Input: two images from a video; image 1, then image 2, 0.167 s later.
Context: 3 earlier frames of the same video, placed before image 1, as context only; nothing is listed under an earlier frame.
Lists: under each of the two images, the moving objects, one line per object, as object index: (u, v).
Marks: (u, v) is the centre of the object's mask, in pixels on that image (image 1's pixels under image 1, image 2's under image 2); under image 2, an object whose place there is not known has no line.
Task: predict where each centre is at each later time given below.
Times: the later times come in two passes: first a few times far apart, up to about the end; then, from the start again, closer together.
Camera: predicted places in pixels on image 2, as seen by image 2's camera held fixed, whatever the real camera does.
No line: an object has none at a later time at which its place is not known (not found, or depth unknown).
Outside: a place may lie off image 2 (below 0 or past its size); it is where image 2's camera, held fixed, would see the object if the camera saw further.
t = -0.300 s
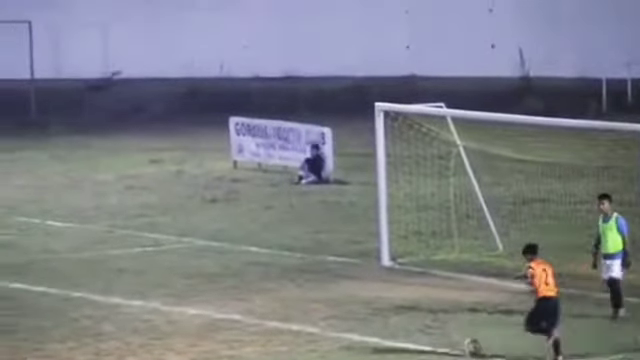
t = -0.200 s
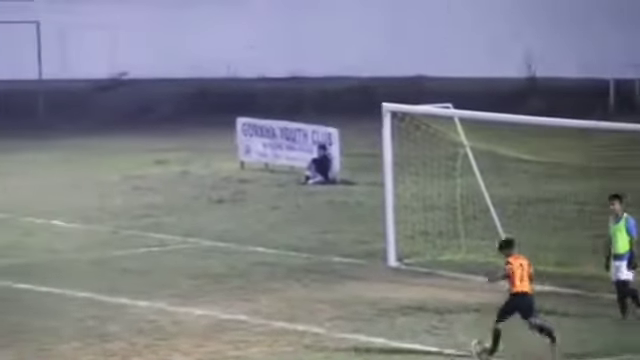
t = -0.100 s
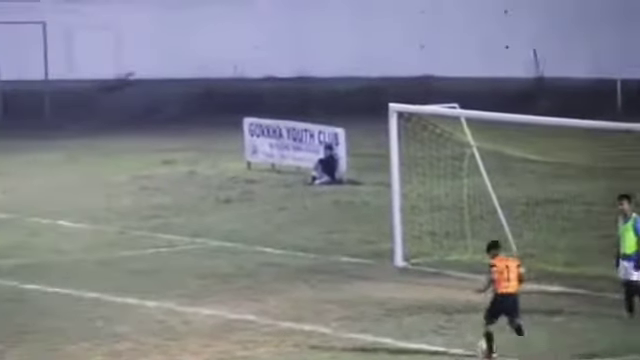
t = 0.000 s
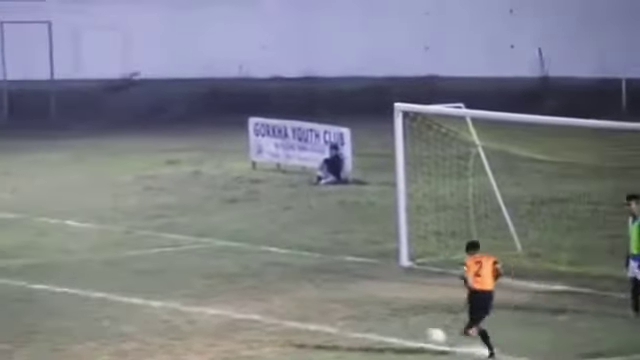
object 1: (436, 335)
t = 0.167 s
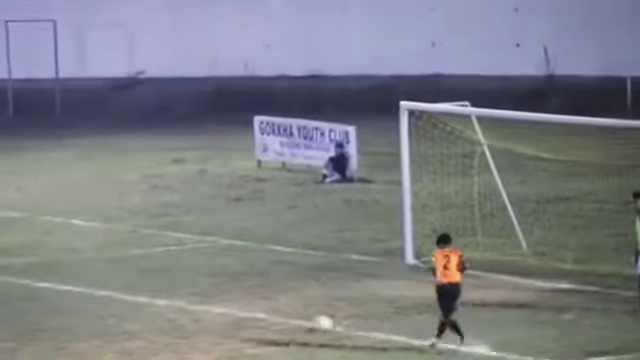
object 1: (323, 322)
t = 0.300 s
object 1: (229, 297)
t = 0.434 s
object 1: (144, 290)
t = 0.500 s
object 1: (123, 291)
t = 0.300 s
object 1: (229, 297)
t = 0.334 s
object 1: (207, 293)
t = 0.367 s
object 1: (186, 291)
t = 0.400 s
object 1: (164, 291)
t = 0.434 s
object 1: (144, 290)
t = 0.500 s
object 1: (123, 291)
